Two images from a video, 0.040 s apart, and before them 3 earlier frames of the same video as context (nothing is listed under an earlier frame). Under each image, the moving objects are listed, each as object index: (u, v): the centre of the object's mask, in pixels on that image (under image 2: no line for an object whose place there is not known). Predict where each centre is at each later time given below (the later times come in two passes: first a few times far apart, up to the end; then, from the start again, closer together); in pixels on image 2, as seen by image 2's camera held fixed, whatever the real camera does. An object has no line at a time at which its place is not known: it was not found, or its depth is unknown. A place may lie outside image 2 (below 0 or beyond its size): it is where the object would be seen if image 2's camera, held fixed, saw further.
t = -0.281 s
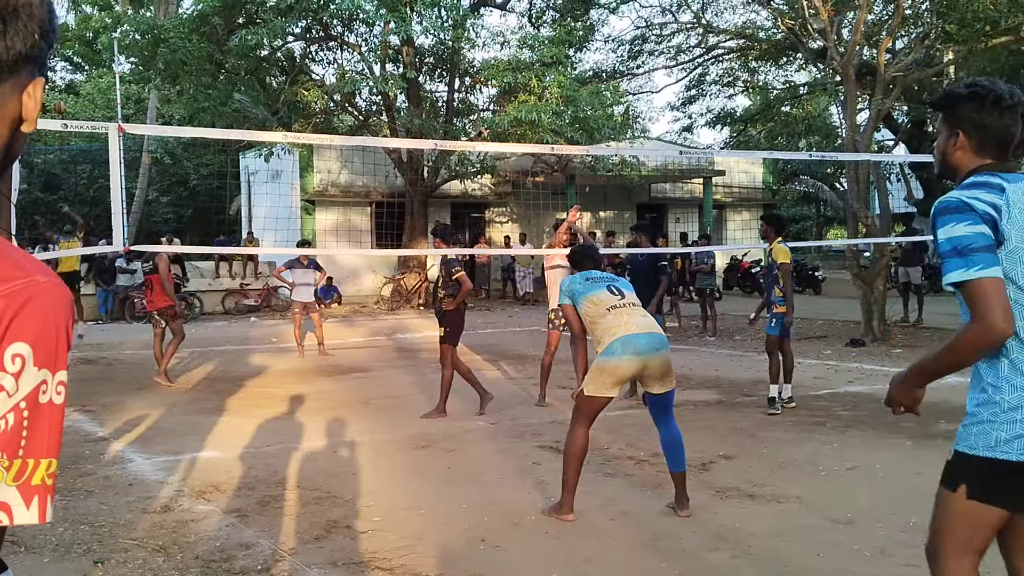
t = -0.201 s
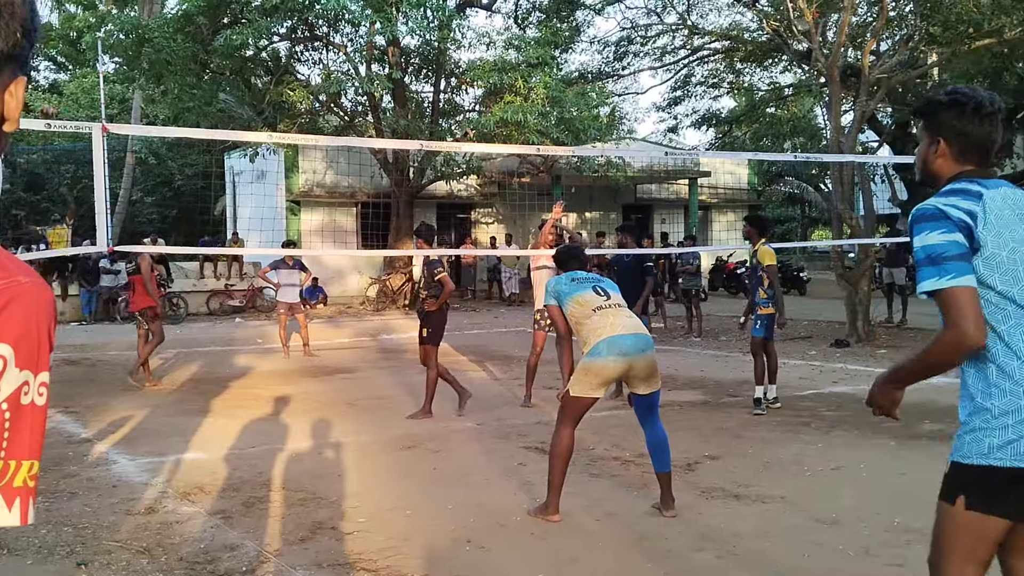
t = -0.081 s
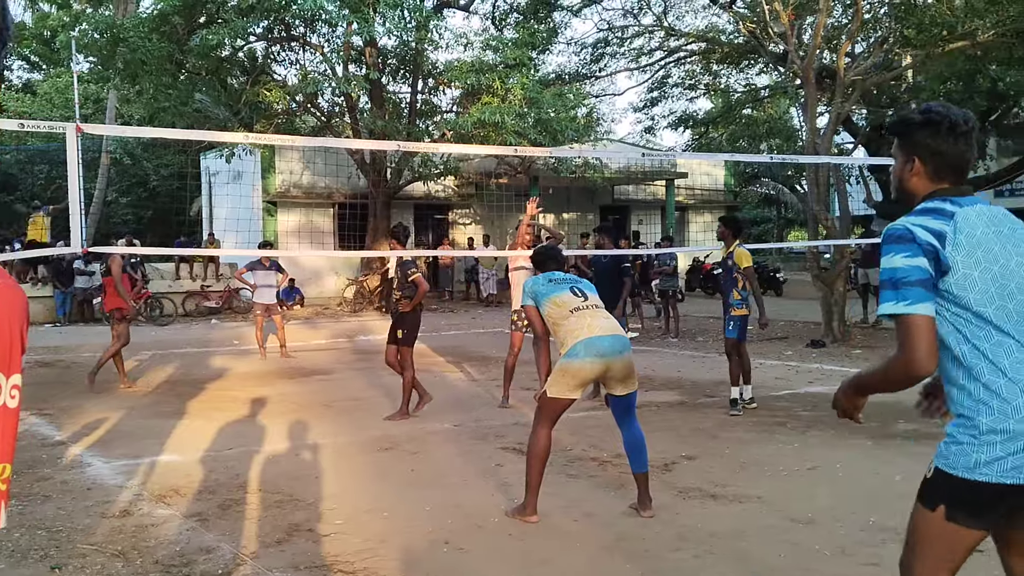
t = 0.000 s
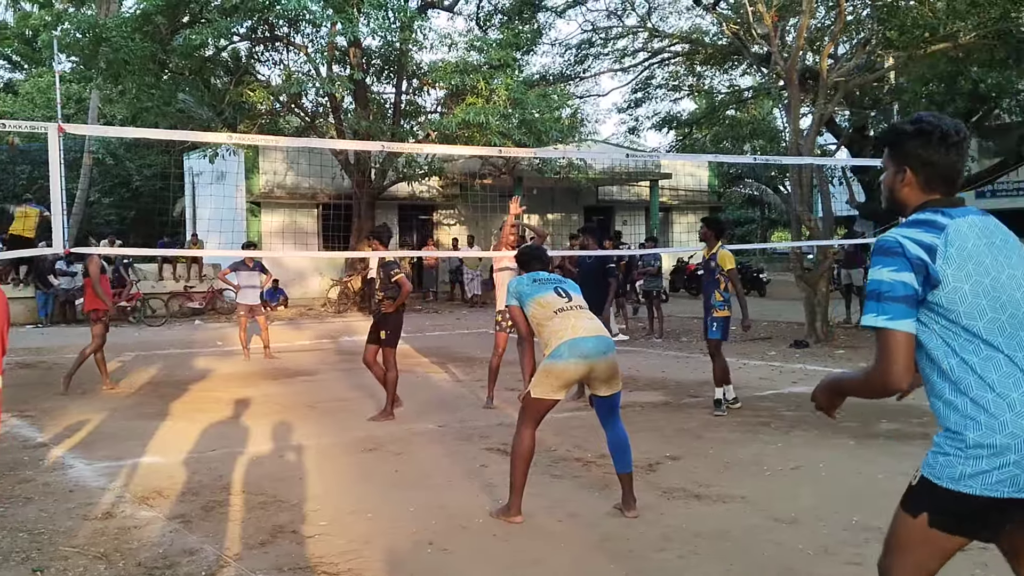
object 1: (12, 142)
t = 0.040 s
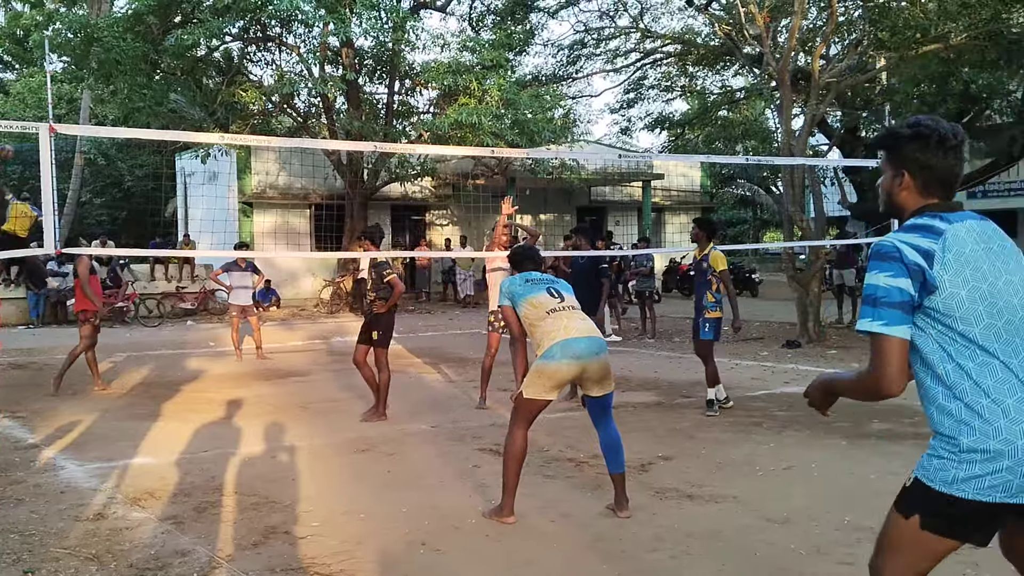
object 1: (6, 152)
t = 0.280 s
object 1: (98, 94)
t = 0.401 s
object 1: (177, 67)
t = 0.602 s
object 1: (406, 77)
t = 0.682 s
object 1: (570, 122)
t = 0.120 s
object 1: (26, 149)
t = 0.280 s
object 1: (98, 94)
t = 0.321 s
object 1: (122, 82)
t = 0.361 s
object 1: (148, 74)
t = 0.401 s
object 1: (177, 67)
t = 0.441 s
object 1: (211, 64)
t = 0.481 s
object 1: (248, 60)
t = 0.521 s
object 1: (293, 61)
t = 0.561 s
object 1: (345, 66)
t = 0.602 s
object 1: (406, 77)
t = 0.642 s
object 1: (482, 94)
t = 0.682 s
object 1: (570, 122)
